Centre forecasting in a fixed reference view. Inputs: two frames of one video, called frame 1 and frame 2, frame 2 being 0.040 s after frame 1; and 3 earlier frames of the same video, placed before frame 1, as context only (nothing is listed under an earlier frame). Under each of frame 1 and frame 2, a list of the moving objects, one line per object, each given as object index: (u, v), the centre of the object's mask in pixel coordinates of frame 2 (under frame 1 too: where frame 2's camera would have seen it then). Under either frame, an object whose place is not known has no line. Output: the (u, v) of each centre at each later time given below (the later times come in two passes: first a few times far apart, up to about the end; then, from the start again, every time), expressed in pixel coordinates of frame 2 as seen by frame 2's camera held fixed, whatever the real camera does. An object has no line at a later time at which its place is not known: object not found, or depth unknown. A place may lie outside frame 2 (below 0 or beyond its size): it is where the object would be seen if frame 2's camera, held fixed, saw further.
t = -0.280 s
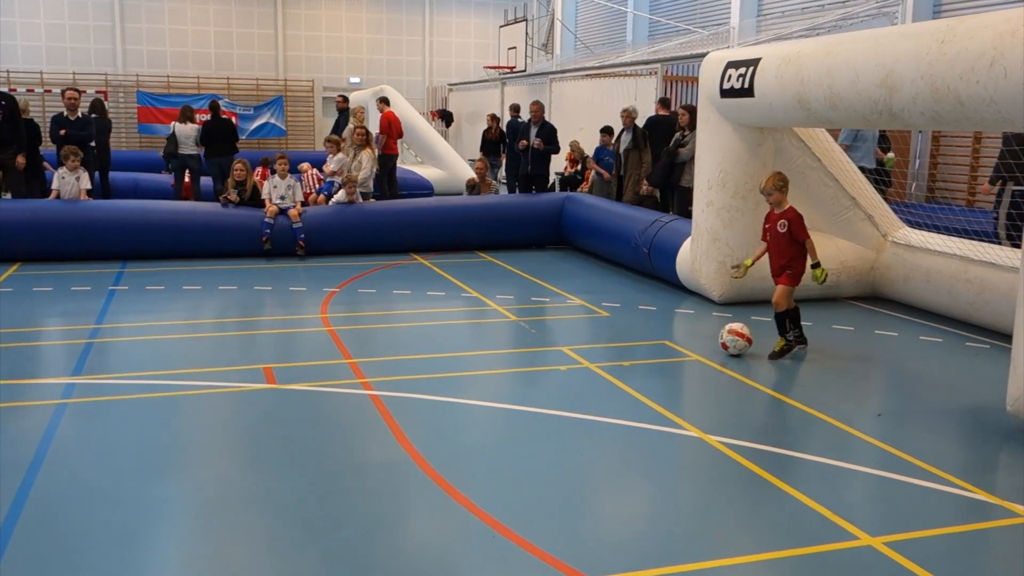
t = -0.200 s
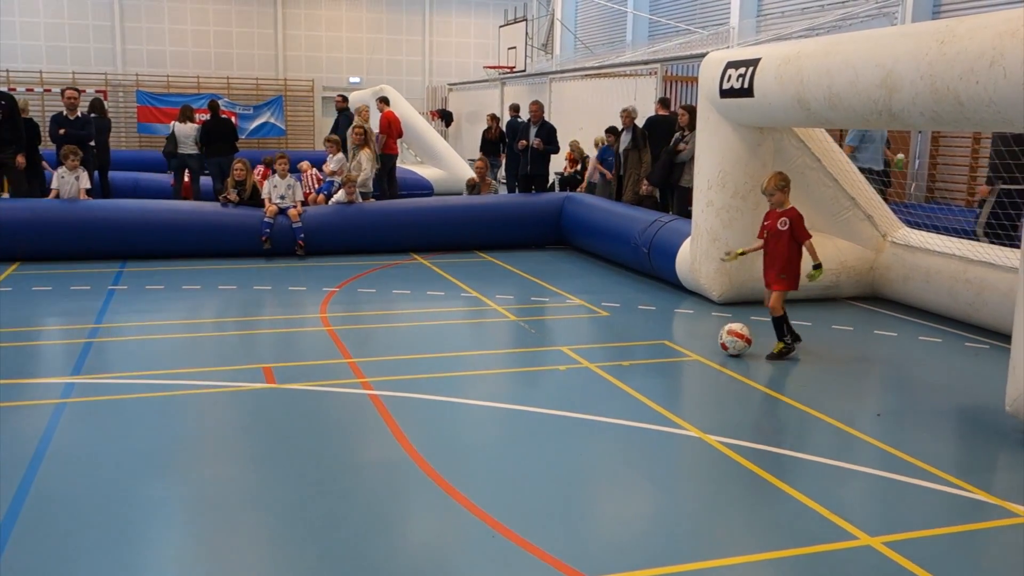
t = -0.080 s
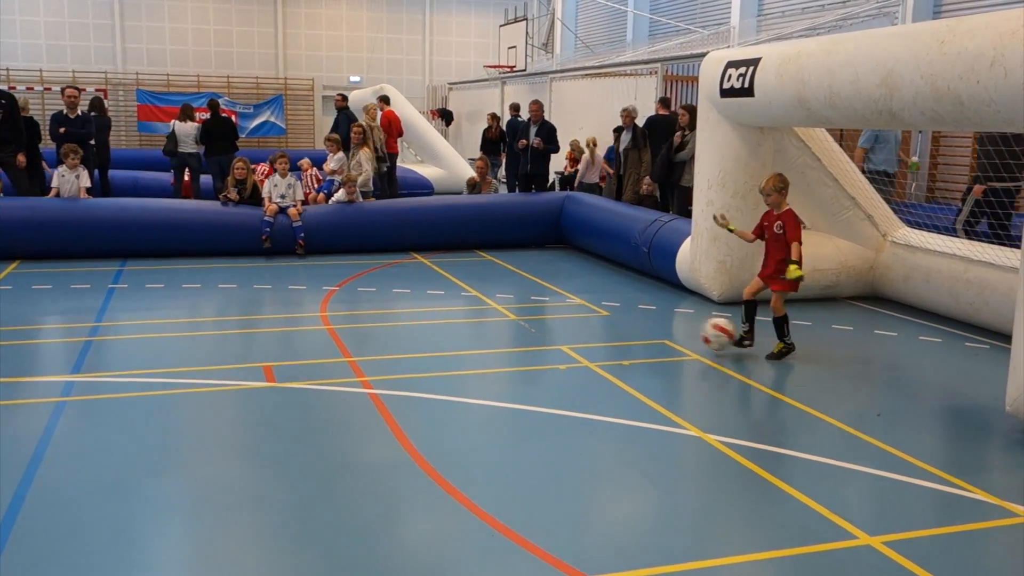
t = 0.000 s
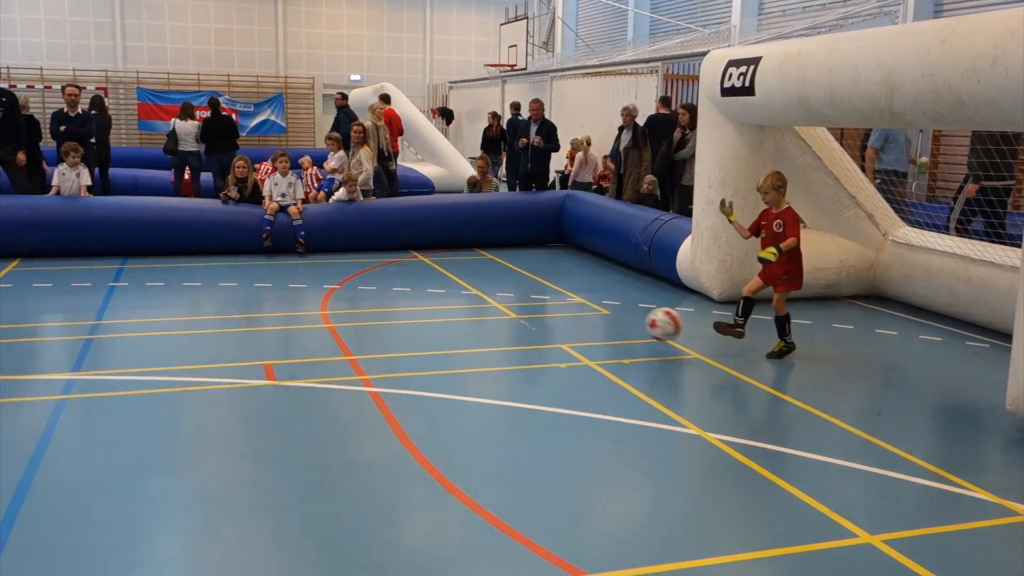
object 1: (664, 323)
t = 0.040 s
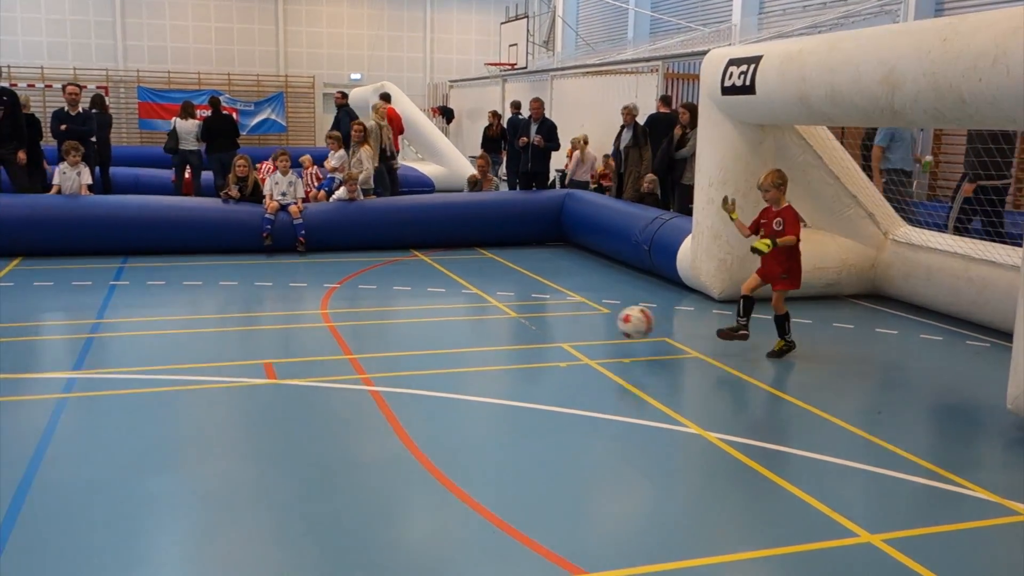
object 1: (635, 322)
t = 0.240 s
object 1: (485, 356)
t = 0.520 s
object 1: (295, 368)
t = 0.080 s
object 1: (607, 324)
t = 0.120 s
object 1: (577, 329)
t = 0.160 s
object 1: (547, 335)
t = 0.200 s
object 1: (516, 345)
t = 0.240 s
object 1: (485, 356)
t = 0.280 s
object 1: (459, 350)
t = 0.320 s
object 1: (433, 346)
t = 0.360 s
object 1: (407, 345)
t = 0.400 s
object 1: (380, 346)
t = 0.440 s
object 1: (352, 351)
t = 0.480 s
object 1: (324, 358)
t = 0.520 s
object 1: (295, 368)
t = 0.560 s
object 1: (271, 366)
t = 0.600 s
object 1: (249, 363)
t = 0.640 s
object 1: (227, 362)
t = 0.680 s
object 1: (204, 363)
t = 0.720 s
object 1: (181, 368)
